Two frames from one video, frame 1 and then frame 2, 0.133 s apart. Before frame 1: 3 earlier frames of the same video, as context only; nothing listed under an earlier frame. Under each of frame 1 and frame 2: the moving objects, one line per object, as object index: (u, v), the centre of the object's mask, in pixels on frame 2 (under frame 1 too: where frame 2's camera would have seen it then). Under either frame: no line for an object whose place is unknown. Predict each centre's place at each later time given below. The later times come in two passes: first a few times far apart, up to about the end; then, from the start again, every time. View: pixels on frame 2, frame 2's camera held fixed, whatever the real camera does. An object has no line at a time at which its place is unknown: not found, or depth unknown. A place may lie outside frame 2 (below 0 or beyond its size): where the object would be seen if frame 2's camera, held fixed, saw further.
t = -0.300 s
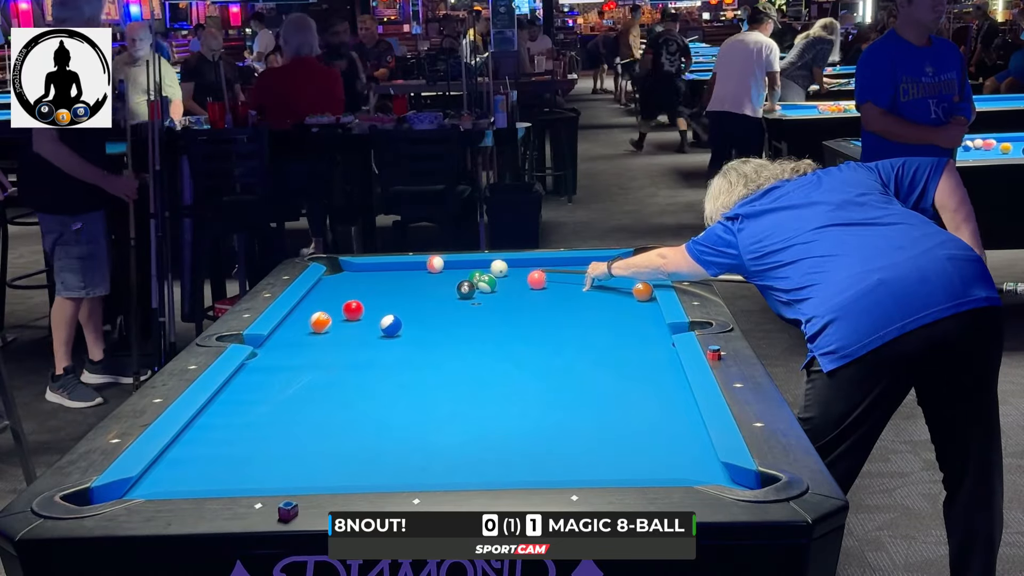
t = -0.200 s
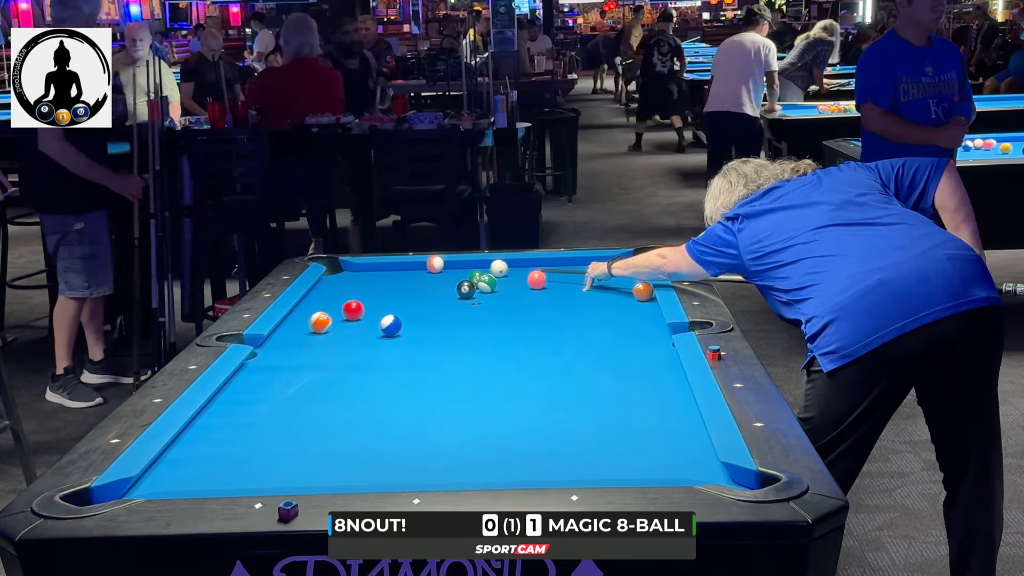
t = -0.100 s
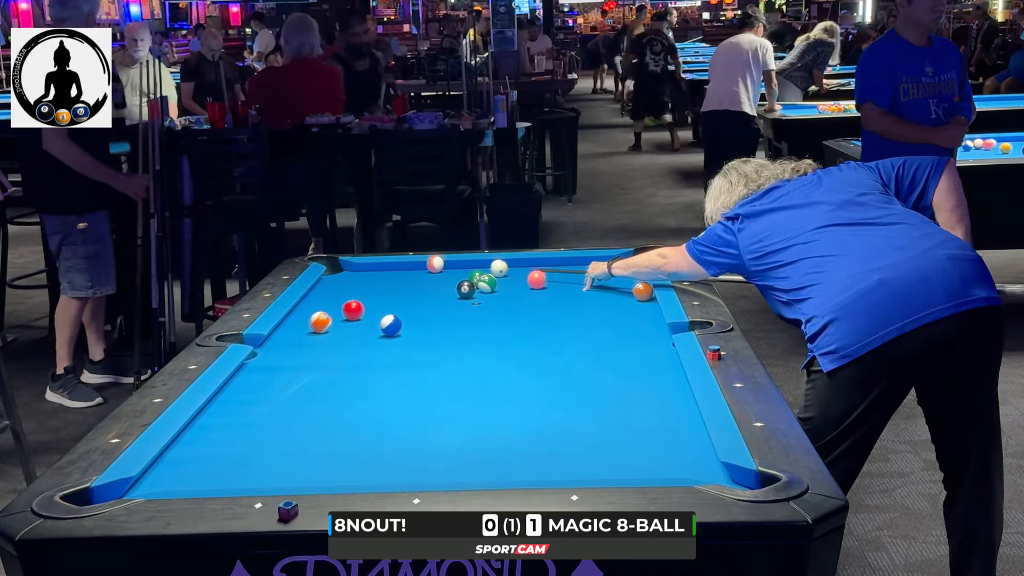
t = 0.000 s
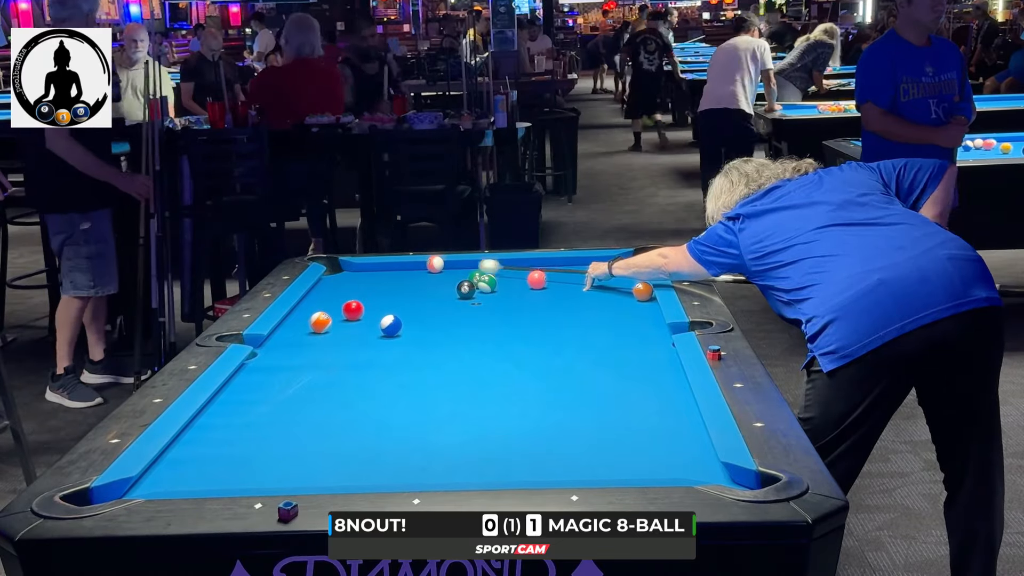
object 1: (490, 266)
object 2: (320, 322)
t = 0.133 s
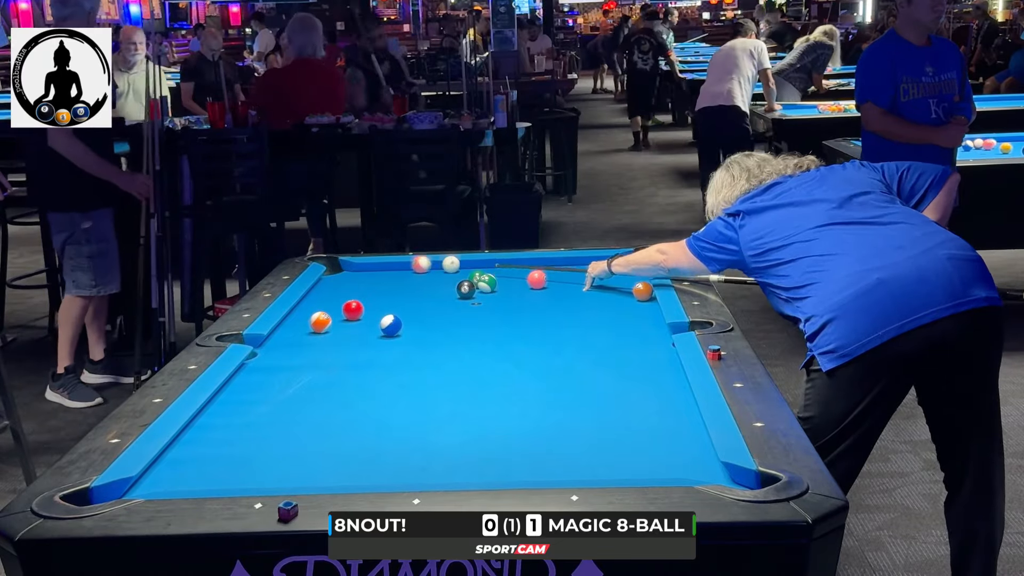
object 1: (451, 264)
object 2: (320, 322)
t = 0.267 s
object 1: (439, 269)
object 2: (320, 322)
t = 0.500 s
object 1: (417, 275)
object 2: (320, 322)
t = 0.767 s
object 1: (391, 283)
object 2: (320, 322)
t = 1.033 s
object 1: (366, 291)
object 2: (320, 322)
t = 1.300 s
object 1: (340, 297)
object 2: (320, 322)
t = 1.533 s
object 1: (318, 304)
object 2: (320, 322)
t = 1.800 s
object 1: (301, 312)
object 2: (320, 322)
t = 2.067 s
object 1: (305, 316)
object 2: (321, 322)
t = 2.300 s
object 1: (307, 319)
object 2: (323, 323)
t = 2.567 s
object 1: (307, 321)
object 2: (328, 325)
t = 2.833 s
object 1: (306, 321)
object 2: (333, 327)
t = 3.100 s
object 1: (306, 321)
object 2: (337, 328)
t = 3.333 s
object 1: (306, 322)
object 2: (339, 329)
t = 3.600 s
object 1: (306, 321)
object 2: (341, 330)
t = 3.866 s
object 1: (306, 321)
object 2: (341, 330)
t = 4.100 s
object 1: (306, 321)
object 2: (341, 330)
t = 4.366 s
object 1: (306, 321)
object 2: (341, 329)
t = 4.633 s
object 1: (306, 321)
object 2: (341, 330)
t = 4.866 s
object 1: (306, 321)
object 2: (341, 330)
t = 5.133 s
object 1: (306, 321)
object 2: (341, 330)
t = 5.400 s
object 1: (306, 321)
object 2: (341, 330)
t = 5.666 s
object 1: (306, 321)
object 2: (341, 330)
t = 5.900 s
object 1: (306, 321)
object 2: (341, 330)
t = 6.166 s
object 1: (306, 321)
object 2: (341, 329)
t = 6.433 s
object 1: (306, 321)
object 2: (341, 329)
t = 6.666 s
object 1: (306, 321)
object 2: (341, 330)
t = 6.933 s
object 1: (306, 321)
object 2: (341, 330)
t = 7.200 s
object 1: (306, 321)
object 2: (341, 330)
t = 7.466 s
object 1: (306, 321)
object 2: (341, 330)
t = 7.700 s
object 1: (306, 321)
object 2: (341, 330)
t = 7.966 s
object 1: (306, 321)
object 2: (341, 330)
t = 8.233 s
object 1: (306, 321)
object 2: (341, 329)
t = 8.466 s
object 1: (306, 321)
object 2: (341, 329)
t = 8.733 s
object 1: (306, 321)
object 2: (341, 330)
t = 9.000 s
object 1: (306, 321)
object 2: (341, 330)
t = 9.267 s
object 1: (306, 321)
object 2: (341, 330)
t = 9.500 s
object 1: (306, 321)
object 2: (341, 330)
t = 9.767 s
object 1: (306, 321)
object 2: (341, 330)
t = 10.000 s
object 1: (306, 321)
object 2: (341, 329)
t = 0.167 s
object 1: (448, 266)
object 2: (320, 322)
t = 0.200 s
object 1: (446, 267)
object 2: (320, 322)
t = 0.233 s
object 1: (442, 267)
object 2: (320, 322)
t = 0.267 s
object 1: (439, 269)
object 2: (320, 322)
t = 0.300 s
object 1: (436, 269)
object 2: (320, 322)
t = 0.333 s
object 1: (433, 270)
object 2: (320, 322)
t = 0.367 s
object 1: (430, 271)
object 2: (320, 322)
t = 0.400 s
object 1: (427, 272)
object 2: (320, 322)
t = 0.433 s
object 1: (424, 273)
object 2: (320, 322)
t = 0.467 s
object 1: (420, 274)
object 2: (320, 322)
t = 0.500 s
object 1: (417, 275)
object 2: (320, 322)
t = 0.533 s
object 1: (414, 276)
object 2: (320, 322)
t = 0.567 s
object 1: (411, 277)
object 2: (320, 322)
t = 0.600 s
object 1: (407, 278)
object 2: (320, 322)
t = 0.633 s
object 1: (404, 279)
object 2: (320, 322)
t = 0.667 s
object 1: (401, 280)
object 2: (320, 322)
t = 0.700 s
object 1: (398, 281)
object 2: (320, 322)
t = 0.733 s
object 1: (395, 282)
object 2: (320, 322)
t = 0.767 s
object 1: (391, 283)
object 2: (320, 322)
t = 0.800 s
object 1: (388, 284)
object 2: (320, 322)
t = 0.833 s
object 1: (385, 285)
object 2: (320, 322)
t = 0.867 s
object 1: (382, 286)
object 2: (320, 322)
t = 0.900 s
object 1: (379, 287)
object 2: (320, 322)
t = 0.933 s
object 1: (375, 288)
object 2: (320, 322)
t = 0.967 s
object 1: (372, 289)
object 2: (320, 322)
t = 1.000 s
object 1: (369, 290)
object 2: (320, 322)
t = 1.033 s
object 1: (366, 291)
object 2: (320, 322)
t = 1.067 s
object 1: (363, 291)
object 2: (320, 322)
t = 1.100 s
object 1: (360, 292)
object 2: (320, 322)
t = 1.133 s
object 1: (357, 292)
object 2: (320, 322)
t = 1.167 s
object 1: (353, 293)
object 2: (320, 322)
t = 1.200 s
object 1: (350, 294)
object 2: (320, 322)
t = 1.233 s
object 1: (346, 295)
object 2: (320, 322)
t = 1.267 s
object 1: (343, 296)
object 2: (320, 322)
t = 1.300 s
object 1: (340, 297)
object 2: (320, 322)
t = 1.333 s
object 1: (337, 299)
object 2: (320, 322)
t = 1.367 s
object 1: (334, 300)
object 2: (320, 322)
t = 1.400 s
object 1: (331, 301)
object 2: (320, 322)
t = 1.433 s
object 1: (328, 302)
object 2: (320, 322)
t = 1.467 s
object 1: (325, 302)
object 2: (320, 322)
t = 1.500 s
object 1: (321, 303)
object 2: (320, 322)
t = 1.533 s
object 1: (318, 304)
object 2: (320, 322)
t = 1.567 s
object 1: (315, 305)
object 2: (320, 322)
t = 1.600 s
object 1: (311, 306)
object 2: (320, 322)
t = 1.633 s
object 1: (308, 307)
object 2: (320, 322)
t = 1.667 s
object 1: (305, 309)
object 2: (320, 322)
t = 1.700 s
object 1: (302, 310)
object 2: (320, 322)
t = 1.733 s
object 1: (299, 311)
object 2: (320, 322)
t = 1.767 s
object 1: (300, 312)
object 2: (320, 322)
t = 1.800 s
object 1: (301, 312)
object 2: (320, 322)
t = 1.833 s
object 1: (301, 313)
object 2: (320, 322)
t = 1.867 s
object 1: (302, 313)
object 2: (321, 322)
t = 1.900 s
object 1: (302, 314)
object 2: (321, 322)
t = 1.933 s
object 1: (303, 314)
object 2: (321, 322)
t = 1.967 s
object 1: (303, 315)
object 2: (321, 322)
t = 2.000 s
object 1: (304, 315)
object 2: (321, 322)
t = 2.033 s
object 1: (305, 316)
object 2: (321, 322)
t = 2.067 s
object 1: (305, 316)
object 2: (321, 322)
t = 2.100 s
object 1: (305, 317)
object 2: (321, 322)
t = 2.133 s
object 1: (306, 317)
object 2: (321, 322)
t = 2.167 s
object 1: (306, 318)
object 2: (321, 322)
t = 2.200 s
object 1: (307, 318)
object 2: (320, 322)
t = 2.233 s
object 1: (307, 319)
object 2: (321, 322)
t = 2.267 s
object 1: (307, 319)
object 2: (322, 323)
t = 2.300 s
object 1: (307, 319)
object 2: (323, 323)
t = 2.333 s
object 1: (307, 320)
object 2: (323, 323)
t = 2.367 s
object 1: (307, 320)
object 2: (324, 324)
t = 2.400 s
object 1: (307, 320)
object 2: (325, 324)
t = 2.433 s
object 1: (307, 320)
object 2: (325, 324)
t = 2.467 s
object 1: (307, 320)
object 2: (326, 324)
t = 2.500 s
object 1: (307, 321)
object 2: (327, 325)
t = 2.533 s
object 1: (307, 321)
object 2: (328, 325)
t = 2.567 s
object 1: (307, 321)
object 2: (328, 325)
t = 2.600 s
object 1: (307, 321)
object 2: (329, 325)
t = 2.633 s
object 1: (306, 321)
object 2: (329, 326)
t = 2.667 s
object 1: (306, 321)
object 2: (330, 326)
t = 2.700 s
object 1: (306, 321)
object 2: (331, 326)
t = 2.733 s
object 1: (306, 321)
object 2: (331, 326)
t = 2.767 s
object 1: (306, 321)
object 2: (332, 326)
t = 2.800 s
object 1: (306, 321)
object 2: (332, 327)
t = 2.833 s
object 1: (306, 321)
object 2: (333, 327)
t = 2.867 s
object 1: (306, 322)
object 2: (334, 327)
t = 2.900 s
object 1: (306, 322)
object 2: (334, 327)
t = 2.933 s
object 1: (306, 322)
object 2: (335, 327)
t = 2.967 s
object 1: (306, 322)
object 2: (335, 327)
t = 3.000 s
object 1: (306, 322)
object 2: (335, 328)
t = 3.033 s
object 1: (306, 322)
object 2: (336, 328)
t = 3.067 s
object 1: (306, 322)
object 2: (337, 328)
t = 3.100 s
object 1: (306, 321)
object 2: (337, 328)
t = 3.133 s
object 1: (306, 322)
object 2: (337, 328)
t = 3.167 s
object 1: (306, 322)
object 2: (338, 328)
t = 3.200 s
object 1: (306, 322)
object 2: (338, 328)
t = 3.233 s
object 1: (306, 322)
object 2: (338, 328)
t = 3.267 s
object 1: (306, 322)
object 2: (338, 329)
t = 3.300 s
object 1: (306, 322)
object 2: (339, 329)
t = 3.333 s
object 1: (306, 322)
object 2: (339, 329)
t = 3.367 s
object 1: (306, 321)
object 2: (339, 329)
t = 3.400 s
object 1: (306, 321)
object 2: (340, 329)
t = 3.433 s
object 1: (306, 321)
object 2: (340, 329)
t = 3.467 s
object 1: (306, 321)
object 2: (340, 329)
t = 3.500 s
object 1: (306, 321)
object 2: (340, 329)
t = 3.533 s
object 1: (306, 322)
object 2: (340, 329)
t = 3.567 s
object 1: (306, 322)
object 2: (341, 330)
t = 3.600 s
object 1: (306, 321)
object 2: (341, 330)
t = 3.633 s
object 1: (306, 321)
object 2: (341, 330)
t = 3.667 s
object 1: (306, 321)
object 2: (341, 330)
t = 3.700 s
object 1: (306, 321)
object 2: (341, 330)
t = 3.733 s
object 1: (306, 321)
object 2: (341, 330)
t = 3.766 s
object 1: (306, 321)
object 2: (341, 330)
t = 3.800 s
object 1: (306, 322)
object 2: (341, 330)
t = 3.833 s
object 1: (306, 321)
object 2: (341, 330)
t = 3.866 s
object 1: (306, 321)
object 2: (341, 330)
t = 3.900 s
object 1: (306, 321)
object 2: (341, 330)
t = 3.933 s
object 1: (306, 321)
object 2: (341, 330)
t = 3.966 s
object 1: (306, 321)
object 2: (341, 330)
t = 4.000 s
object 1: (306, 321)
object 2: (341, 330)
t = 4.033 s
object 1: (306, 321)
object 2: (341, 330)
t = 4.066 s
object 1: (306, 321)
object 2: (341, 330)
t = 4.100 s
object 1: (306, 321)
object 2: (341, 330)
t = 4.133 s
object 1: (306, 321)
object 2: (341, 330)
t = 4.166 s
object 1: (306, 321)
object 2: (341, 330)
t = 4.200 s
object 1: (306, 321)
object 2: (341, 330)
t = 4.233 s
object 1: (306, 321)
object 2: (341, 330)
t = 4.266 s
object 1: (306, 321)
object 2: (341, 330)
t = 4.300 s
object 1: (306, 321)
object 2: (341, 330)
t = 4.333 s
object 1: (306, 321)
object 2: (341, 329)
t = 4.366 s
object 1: (306, 321)
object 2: (341, 329)
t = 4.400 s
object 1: (306, 321)
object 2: (341, 329)
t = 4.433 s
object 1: (306, 321)
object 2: (341, 329)
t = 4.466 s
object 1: (306, 321)
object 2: (341, 329)
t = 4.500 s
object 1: (306, 321)
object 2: (341, 330)
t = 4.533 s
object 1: (306, 321)
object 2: (341, 330)
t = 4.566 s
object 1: (305, 321)
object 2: (341, 330)
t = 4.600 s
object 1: (306, 321)
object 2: (341, 329)
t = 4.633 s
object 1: (306, 321)
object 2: (341, 330)
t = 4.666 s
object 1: (306, 321)
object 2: (341, 329)
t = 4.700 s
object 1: (306, 321)
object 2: (341, 329)
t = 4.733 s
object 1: (306, 321)
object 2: (341, 329)
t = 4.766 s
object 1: (306, 321)
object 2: (341, 330)
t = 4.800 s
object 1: (306, 321)
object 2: (341, 330)
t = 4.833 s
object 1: (306, 321)
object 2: (341, 330)
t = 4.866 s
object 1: (306, 321)
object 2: (341, 330)
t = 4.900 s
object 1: (306, 321)
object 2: (341, 330)
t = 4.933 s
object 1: (306, 321)
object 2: (341, 330)
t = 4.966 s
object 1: (306, 321)
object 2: (341, 330)
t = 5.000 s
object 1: (306, 321)
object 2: (341, 330)
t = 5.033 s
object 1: (306, 321)
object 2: (341, 330)
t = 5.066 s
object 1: (306, 321)
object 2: (341, 330)
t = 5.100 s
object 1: (306, 321)
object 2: (341, 330)
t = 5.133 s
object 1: (306, 321)
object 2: (341, 330)
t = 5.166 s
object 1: (306, 321)
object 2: (341, 330)
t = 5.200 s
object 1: (306, 321)
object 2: (341, 330)
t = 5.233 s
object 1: (306, 321)
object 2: (341, 330)
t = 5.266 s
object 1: (306, 321)
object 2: (341, 330)
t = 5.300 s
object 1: (306, 321)
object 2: (341, 330)
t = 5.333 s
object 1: (306, 321)
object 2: (341, 330)
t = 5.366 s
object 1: (306, 321)
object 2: (341, 330)
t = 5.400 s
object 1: (306, 321)
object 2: (341, 330)
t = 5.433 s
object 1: (306, 321)
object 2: (341, 330)
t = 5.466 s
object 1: (306, 321)
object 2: (341, 329)
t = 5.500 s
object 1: (306, 321)
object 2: (341, 330)
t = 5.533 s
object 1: (306, 321)
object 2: (341, 329)
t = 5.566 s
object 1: (306, 321)
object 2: (341, 329)
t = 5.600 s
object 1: (306, 321)
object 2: (341, 329)
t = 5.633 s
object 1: (306, 321)
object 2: (341, 329)
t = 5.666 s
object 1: (306, 321)
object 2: (341, 330)
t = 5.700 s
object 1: (306, 321)
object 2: (341, 330)
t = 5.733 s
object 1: (306, 321)
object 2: (341, 330)
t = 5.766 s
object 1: (306, 321)
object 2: (341, 330)
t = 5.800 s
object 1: (306, 321)
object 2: (341, 330)
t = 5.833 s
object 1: (306, 321)
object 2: (341, 329)
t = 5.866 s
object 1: (306, 321)
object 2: (341, 330)
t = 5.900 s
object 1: (306, 321)
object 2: (341, 330)
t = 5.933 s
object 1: (306, 321)
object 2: (341, 330)
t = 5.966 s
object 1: (306, 321)
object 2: (341, 330)
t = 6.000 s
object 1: (306, 321)
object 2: (341, 330)
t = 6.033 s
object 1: (306, 321)
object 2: (341, 330)
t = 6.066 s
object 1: (306, 321)
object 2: (341, 330)
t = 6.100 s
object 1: (306, 321)
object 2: (341, 329)
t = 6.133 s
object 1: (306, 321)
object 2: (341, 329)
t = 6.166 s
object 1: (306, 321)
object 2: (341, 329)
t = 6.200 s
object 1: (306, 321)
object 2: (341, 330)
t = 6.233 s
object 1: (306, 321)
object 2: (341, 329)
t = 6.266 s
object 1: (306, 321)
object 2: (341, 330)
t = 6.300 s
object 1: (306, 321)
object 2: (341, 329)
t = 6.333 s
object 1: (306, 321)
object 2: (341, 329)
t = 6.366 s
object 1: (306, 321)
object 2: (341, 330)
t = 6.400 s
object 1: (306, 321)
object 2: (341, 329)
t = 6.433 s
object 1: (306, 321)
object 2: (341, 329)
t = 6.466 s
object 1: (306, 321)
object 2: (341, 330)
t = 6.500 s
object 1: (306, 321)
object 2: (341, 329)
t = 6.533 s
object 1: (306, 321)
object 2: (341, 330)
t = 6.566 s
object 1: (306, 321)
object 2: (341, 330)
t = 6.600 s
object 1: (306, 321)
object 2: (341, 330)
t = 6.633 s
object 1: (306, 321)
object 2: (341, 330)
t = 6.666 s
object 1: (306, 321)
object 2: (341, 330)
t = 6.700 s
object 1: (306, 321)
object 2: (341, 330)
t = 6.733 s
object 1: (306, 321)
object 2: (341, 330)
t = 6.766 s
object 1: (306, 321)
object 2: (341, 330)
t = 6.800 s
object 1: (306, 321)
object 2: (341, 330)
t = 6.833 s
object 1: (306, 321)
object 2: (341, 330)
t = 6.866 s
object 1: (306, 321)
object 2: (341, 330)
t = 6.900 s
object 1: (306, 321)
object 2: (341, 330)
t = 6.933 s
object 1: (306, 321)
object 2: (341, 330)
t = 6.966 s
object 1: (306, 321)
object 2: (341, 330)
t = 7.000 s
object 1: (306, 321)
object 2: (341, 330)
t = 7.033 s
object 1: (306, 321)
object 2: (341, 330)
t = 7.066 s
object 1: (306, 321)
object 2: (341, 330)
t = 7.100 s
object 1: (306, 321)
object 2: (341, 330)
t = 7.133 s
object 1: (306, 321)
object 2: (341, 330)
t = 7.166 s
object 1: (306, 321)
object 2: (341, 330)
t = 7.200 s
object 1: (306, 321)
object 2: (341, 330)
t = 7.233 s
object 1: (306, 321)
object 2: (341, 330)
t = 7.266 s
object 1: (306, 321)
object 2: (341, 330)
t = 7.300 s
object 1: (306, 321)
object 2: (341, 330)
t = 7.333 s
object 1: (306, 321)
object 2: (341, 330)
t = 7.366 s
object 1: (306, 321)
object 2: (341, 330)
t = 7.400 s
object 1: (306, 321)
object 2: (341, 330)
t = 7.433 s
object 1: (306, 321)
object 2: (341, 330)
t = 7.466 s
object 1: (306, 321)
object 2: (341, 330)
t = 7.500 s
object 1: (306, 321)
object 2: (341, 330)
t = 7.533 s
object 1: (306, 321)
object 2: (341, 330)
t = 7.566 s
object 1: (306, 321)
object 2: (341, 329)
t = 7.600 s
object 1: (306, 321)
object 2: (341, 330)
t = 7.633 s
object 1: (306, 321)
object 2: (341, 330)
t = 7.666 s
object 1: (306, 321)
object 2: (341, 330)
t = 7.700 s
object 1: (306, 321)
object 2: (341, 330)
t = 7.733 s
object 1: (306, 321)
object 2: (341, 330)
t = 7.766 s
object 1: (306, 321)
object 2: (341, 330)
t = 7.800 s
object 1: (306, 321)
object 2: (341, 330)
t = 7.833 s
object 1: (306, 321)
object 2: (341, 330)
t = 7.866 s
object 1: (306, 321)
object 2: (341, 330)
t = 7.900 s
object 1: (306, 321)
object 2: (341, 330)
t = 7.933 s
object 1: (306, 321)
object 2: (341, 329)
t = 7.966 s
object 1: (306, 321)
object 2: (341, 330)
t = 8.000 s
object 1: (306, 321)
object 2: (341, 329)
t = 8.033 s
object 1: (306, 321)
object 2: (341, 329)
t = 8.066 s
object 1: (306, 321)
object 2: (341, 330)
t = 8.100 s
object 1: (306, 321)
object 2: (341, 330)
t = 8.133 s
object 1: (306, 321)
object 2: (341, 329)
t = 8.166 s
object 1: (306, 321)
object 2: (341, 330)
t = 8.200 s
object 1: (306, 321)
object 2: (341, 330)
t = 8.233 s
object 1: (306, 321)
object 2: (341, 329)
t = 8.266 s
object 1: (306, 321)
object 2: (341, 329)
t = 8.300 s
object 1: (305, 321)
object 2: (341, 329)
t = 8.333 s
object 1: (306, 321)
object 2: (341, 330)
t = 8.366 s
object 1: (306, 321)
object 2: (341, 330)
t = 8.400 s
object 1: (306, 321)
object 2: (341, 330)
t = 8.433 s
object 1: (306, 321)
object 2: (341, 330)
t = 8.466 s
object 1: (306, 321)
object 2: (341, 329)
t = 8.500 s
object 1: (305, 321)
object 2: (341, 329)
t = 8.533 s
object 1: (306, 321)
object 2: (341, 329)
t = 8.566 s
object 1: (306, 321)
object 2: (341, 330)
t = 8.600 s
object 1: (306, 321)
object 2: (341, 330)
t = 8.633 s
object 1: (306, 321)
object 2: (341, 330)
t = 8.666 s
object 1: (306, 321)
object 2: (341, 330)
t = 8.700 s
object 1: (306, 321)
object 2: (341, 330)
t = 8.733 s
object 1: (306, 321)
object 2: (341, 330)
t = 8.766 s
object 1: (306, 321)
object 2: (341, 329)
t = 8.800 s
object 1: (306, 321)
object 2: (341, 329)
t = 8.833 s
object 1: (306, 321)
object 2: (341, 330)
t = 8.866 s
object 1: (306, 321)
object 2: (341, 329)
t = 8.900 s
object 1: (306, 321)
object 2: (341, 330)
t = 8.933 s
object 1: (306, 321)
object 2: (341, 329)
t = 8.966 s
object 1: (306, 321)
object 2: (341, 330)
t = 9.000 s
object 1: (306, 321)
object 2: (341, 330)
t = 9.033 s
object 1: (306, 321)
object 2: (341, 330)
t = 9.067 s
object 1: (306, 321)
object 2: (341, 330)
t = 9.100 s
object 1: (306, 321)
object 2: (341, 330)
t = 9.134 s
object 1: (306, 321)
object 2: (341, 330)
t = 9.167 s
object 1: (306, 321)
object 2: (341, 330)
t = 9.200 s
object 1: (306, 321)
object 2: (341, 330)
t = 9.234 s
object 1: (306, 321)
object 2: (341, 330)
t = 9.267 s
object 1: (306, 321)
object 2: (341, 330)
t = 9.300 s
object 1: (306, 321)
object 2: (341, 330)
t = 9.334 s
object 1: (306, 321)
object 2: (341, 330)
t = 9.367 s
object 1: (306, 321)
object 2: (341, 330)
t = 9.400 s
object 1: (306, 321)
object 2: (341, 330)
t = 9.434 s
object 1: (306, 321)
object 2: (341, 330)
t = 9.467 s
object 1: (306, 321)
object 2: (341, 330)
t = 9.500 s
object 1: (306, 321)
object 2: (341, 330)
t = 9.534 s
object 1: (306, 321)
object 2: (341, 330)
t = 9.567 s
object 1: (306, 321)
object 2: (341, 330)
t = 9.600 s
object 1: (306, 321)
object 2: (341, 330)
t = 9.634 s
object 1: (306, 321)
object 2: (341, 330)
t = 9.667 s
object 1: (306, 322)
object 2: (341, 330)
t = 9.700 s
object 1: (306, 321)
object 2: (341, 330)
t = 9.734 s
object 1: (306, 321)
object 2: (341, 330)
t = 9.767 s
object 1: (306, 321)
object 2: (341, 330)
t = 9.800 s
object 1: (306, 321)
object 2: (341, 330)
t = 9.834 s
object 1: (306, 321)
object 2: (341, 330)
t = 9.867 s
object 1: (306, 321)
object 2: (341, 330)
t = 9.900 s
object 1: (306, 321)
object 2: (341, 330)
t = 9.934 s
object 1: (306, 321)
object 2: (341, 329)
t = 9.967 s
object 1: (306, 321)
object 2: (341, 329)
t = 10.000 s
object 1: (306, 321)
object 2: (341, 329)
